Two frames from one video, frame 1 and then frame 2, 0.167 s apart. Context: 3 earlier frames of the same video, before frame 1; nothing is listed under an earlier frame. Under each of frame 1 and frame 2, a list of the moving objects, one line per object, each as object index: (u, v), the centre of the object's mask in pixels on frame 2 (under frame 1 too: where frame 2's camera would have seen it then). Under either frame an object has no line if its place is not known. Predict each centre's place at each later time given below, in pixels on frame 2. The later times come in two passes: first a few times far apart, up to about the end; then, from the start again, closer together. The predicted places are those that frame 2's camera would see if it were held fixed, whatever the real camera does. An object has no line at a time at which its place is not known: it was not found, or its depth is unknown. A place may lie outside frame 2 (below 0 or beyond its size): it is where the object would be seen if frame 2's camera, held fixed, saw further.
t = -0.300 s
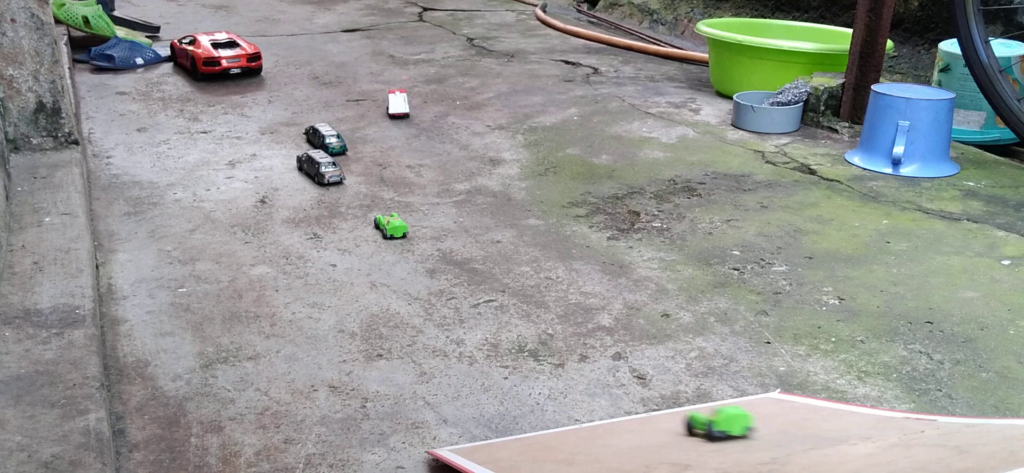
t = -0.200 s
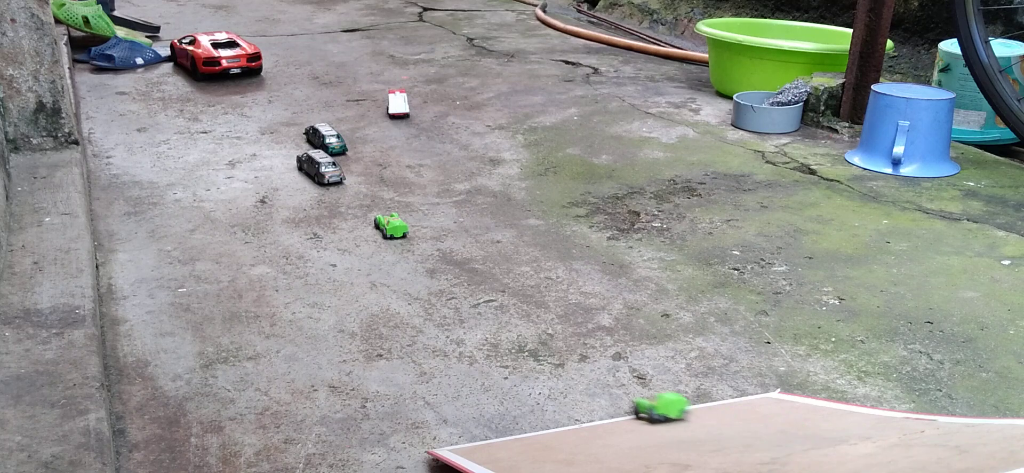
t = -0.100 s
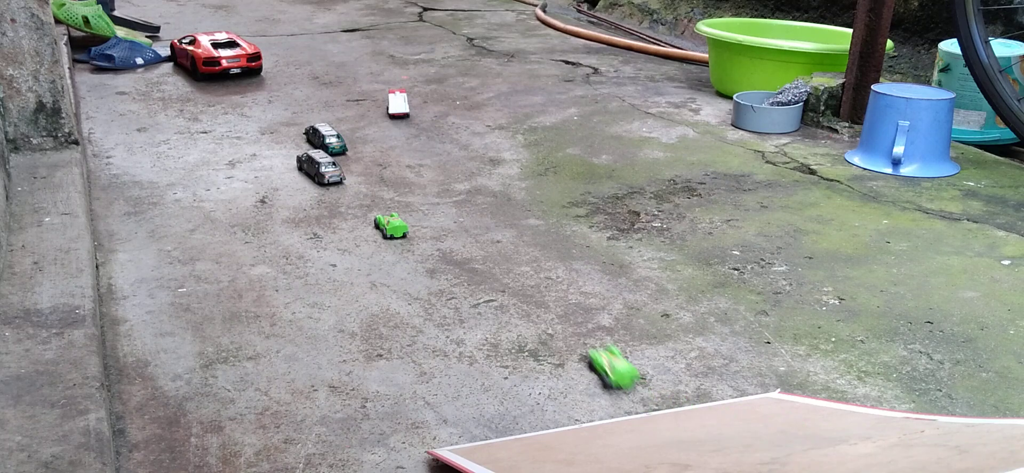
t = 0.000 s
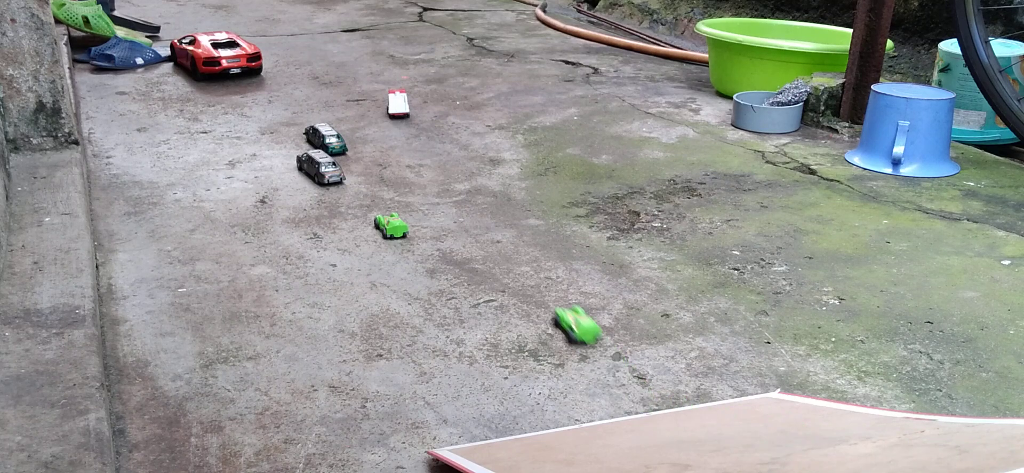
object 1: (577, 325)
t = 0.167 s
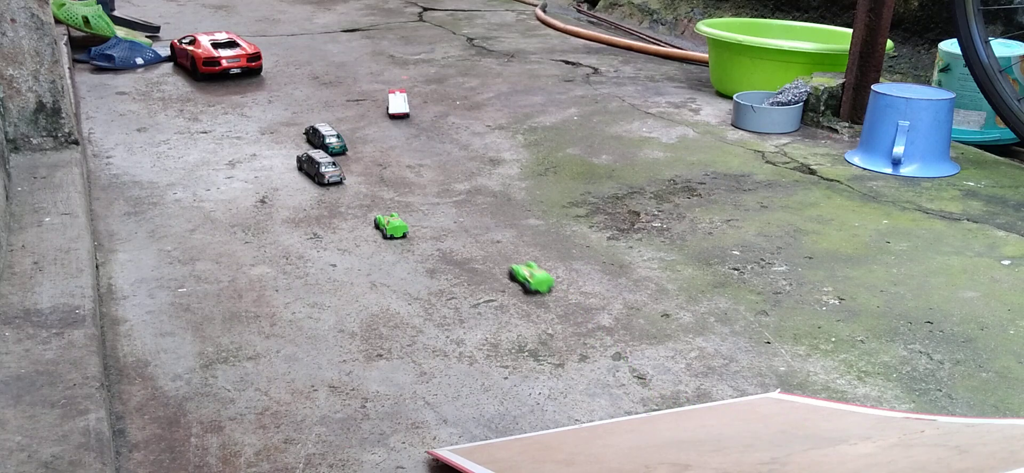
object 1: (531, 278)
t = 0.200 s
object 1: (523, 271)
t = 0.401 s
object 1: (487, 244)
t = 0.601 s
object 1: (467, 229)
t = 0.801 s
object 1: (457, 220)
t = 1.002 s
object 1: (453, 217)
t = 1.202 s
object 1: (453, 217)
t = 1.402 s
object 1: (453, 217)
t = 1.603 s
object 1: (453, 217)
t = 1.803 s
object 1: (453, 217)
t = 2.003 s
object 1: (453, 217)
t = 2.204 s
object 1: (453, 217)
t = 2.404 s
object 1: (453, 217)
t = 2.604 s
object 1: (453, 217)
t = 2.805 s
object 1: (453, 217)
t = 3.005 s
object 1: (453, 217)
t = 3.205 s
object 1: (453, 217)
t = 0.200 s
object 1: (523, 271)
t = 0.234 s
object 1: (516, 265)
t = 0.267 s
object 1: (509, 260)
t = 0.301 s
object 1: (503, 255)
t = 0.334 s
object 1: (497, 251)
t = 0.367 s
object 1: (492, 247)
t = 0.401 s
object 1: (487, 244)
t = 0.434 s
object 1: (483, 240)
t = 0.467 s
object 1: (479, 237)
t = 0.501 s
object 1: (476, 235)
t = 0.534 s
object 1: (473, 232)
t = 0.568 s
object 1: (470, 230)
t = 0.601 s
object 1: (467, 229)
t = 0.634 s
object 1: (465, 227)
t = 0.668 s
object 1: (463, 225)
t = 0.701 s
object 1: (461, 223)
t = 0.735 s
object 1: (459, 222)
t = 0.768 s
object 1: (458, 221)
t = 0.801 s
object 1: (457, 220)
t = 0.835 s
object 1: (456, 220)
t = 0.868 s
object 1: (455, 219)
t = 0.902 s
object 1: (454, 218)
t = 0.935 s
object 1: (454, 218)
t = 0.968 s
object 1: (453, 218)
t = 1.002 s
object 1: (453, 217)
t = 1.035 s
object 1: (453, 217)
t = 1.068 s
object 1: (453, 217)
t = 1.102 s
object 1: (453, 217)
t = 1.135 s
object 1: (453, 217)
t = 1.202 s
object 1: (453, 217)
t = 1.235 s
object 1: (453, 217)
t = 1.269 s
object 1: (453, 217)
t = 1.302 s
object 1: (453, 217)
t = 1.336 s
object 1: (453, 217)
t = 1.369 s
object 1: (453, 217)
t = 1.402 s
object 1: (453, 217)
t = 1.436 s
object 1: (453, 217)
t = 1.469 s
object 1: (453, 217)
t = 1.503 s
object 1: (453, 217)
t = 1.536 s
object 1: (453, 217)
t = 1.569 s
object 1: (453, 217)
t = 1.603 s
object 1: (453, 217)
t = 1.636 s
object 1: (453, 217)
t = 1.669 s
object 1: (453, 217)
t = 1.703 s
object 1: (453, 217)
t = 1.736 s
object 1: (453, 217)
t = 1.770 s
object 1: (453, 217)
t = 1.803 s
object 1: (453, 217)
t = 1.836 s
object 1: (453, 217)
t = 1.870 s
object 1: (453, 217)
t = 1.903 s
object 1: (453, 217)
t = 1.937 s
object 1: (453, 217)
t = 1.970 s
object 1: (453, 217)
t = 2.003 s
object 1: (453, 217)
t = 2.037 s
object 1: (453, 217)
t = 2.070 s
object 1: (453, 217)
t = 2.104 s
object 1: (453, 217)
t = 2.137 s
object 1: (453, 217)
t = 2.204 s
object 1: (453, 217)
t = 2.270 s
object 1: (453, 217)
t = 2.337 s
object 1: (453, 217)
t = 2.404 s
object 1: (453, 217)
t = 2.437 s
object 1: (453, 217)
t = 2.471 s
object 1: (453, 217)
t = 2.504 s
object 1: (453, 217)
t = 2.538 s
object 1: (453, 217)
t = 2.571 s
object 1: (453, 217)
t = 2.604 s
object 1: (453, 217)
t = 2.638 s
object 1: (453, 217)
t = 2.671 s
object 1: (453, 217)
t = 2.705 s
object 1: (453, 217)
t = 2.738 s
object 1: (453, 217)
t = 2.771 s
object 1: (453, 217)
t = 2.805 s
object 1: (453, 217)
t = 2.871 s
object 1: (453, 217)
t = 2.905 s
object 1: (453, 217)
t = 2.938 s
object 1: (453, 217)
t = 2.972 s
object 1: (453, 217)
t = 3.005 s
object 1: (453, 217)
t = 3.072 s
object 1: (453, 217)
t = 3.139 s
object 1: (453, 217)
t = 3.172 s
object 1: (453, 217)
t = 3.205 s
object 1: (453, 217)
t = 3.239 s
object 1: (453, 217)
